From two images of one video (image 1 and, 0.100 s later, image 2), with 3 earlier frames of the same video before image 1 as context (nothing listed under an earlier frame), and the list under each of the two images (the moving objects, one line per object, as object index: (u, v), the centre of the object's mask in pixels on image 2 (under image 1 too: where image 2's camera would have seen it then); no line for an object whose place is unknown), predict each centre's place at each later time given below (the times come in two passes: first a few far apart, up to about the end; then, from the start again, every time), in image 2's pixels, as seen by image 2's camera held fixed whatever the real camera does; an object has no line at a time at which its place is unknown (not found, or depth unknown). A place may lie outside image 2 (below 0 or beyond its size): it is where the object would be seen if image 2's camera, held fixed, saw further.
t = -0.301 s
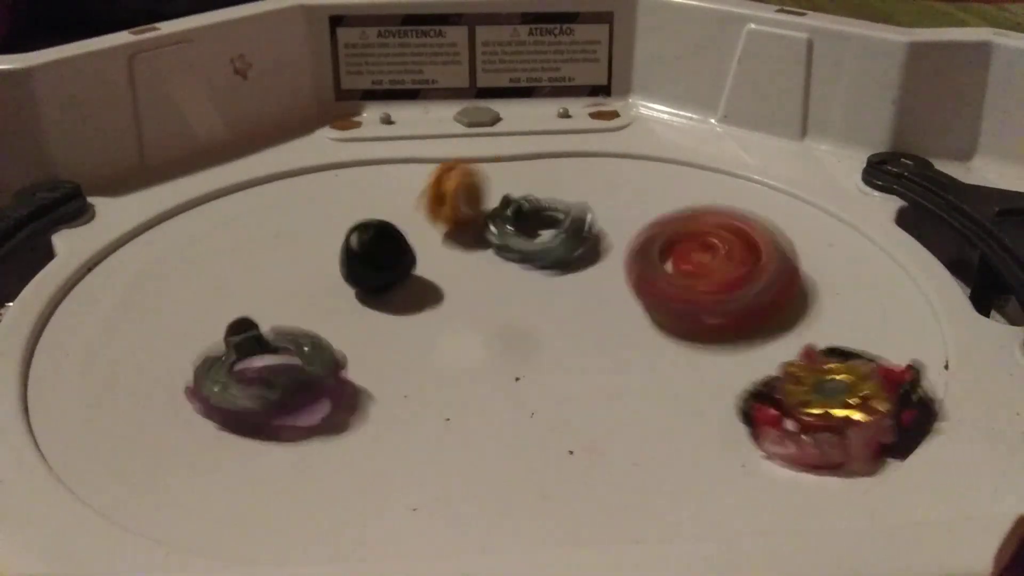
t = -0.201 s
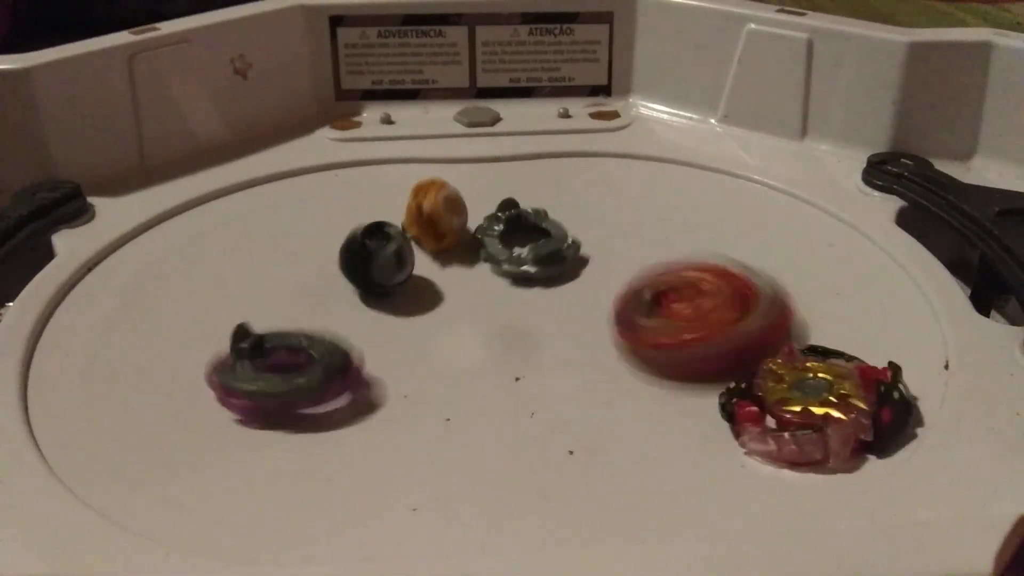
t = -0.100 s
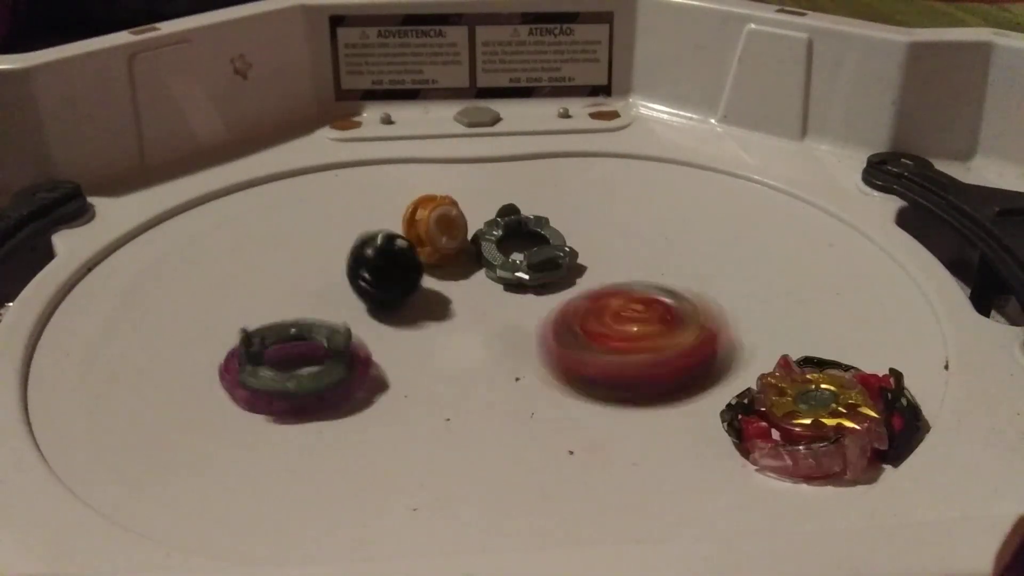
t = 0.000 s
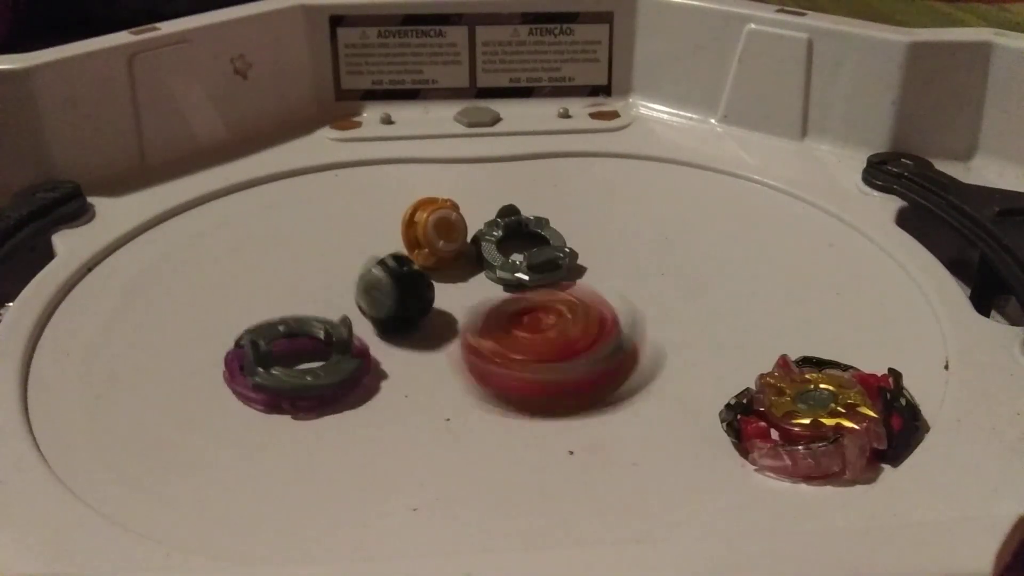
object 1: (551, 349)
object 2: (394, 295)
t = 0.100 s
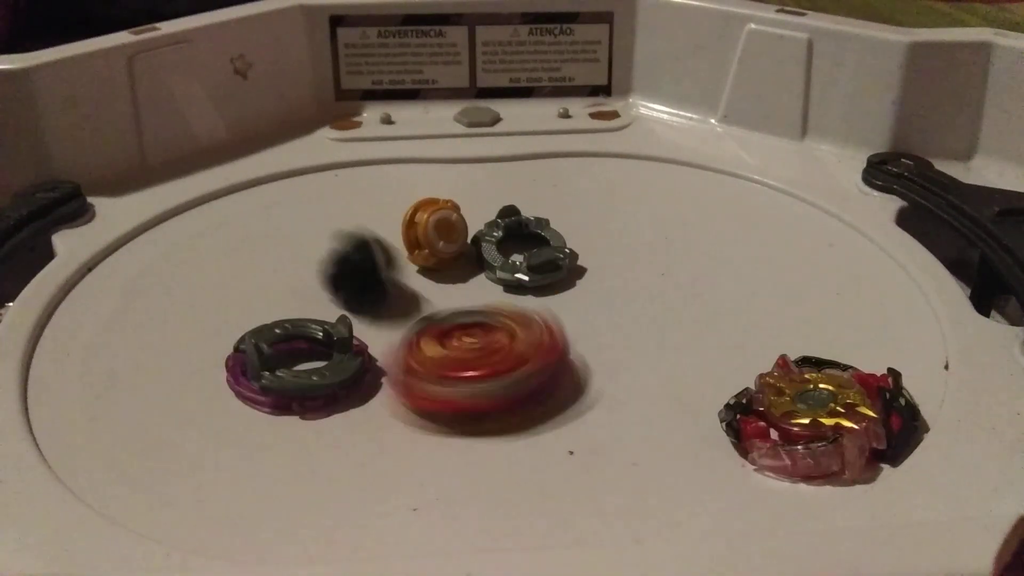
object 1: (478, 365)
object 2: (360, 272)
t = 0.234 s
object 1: (456, 397)
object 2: (334, 229)
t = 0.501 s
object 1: (458, 395)
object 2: (379, 249)
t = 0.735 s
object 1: (458, 395)
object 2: (383, 259)
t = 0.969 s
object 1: (458, 395)
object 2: (383, 258)
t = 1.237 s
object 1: (458, 395)
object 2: (383, 258)
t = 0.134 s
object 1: (463, 375)
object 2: (340, 255)
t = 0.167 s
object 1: (460, 383)
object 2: (331, 241)
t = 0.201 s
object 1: (459, 389)
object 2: (330, 235)
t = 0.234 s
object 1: (456, 397)
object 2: (334, 229)
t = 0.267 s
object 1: (452, 402)
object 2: (339, 223)
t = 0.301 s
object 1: (449, 404)
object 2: (348, 224)
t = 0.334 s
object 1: (448, 405)
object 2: (359, 227)
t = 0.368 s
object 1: (449, 402)
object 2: (367, 232)
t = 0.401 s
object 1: (452, 399)
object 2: (371, 235)
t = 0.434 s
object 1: (456, 397)
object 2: (375, 239)
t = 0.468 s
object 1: (457, 395)
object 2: (378, 244)
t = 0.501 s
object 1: (458, 395)
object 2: (379, 249)
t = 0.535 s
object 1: (457, 395)
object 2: (380, 253)
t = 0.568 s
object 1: (458, 395)
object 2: (380, 255)
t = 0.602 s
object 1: (458, 395)
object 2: (381, 257)
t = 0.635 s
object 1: (458, 395)
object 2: (381, 258)
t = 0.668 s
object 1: (458, 395)
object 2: (382, 258)
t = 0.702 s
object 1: (458, 395)
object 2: (383, 258)
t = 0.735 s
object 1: (458, 395)
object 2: (383, 259)
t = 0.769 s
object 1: (458, 395)
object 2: (383, 259)
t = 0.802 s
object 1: (458, 395)
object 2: (383, 259)
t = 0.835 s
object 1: (458, 395)
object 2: (383, 259)
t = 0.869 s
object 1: (457, 395)
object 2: (383, 259)
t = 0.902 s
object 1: (458, 395)
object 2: (383, 259)
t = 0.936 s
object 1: (458, 395)
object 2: (383, 259)
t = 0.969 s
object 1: (458, 395)
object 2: (383, 258)
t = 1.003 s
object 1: (458, 395)
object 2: (383, 258)
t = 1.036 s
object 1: (458, 395)
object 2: (383, 258)
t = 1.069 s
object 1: (458, 395)
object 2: (383, 258)
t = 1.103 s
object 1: (458, 395)
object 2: (383, 258)
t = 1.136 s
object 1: (458, 395)
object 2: (383, 259)
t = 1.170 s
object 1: (458, 395)
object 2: (383, 258)
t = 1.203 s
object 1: (458, 395)
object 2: (383, 259)
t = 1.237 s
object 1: (458, 395)
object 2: (383, 258)
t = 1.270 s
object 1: (458, 395)
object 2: (383, 258)
